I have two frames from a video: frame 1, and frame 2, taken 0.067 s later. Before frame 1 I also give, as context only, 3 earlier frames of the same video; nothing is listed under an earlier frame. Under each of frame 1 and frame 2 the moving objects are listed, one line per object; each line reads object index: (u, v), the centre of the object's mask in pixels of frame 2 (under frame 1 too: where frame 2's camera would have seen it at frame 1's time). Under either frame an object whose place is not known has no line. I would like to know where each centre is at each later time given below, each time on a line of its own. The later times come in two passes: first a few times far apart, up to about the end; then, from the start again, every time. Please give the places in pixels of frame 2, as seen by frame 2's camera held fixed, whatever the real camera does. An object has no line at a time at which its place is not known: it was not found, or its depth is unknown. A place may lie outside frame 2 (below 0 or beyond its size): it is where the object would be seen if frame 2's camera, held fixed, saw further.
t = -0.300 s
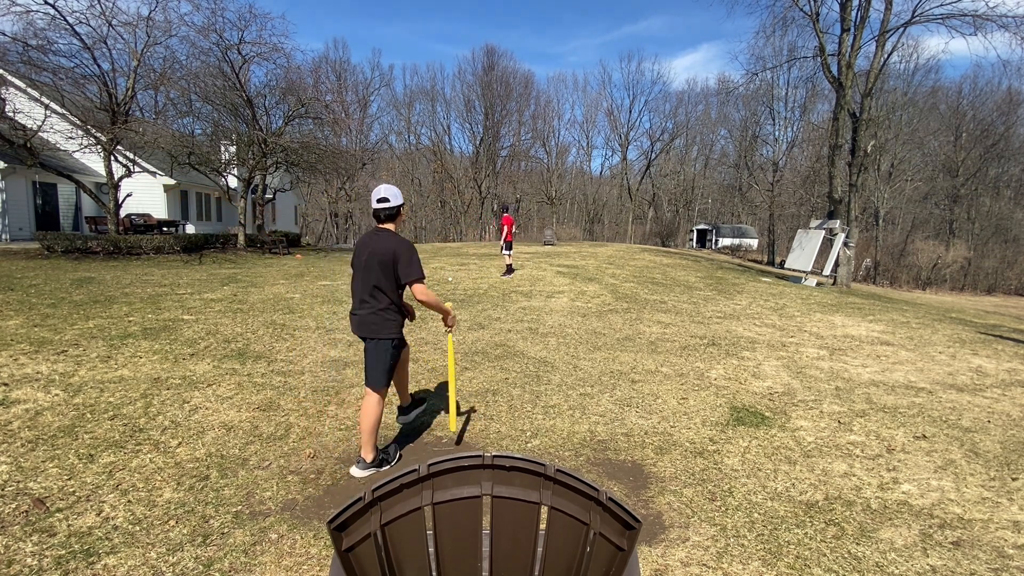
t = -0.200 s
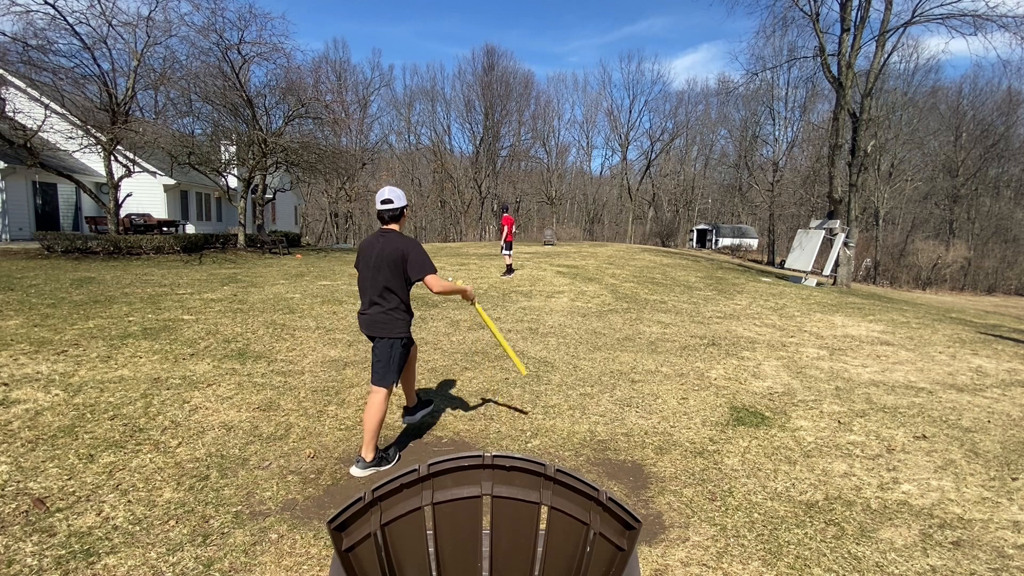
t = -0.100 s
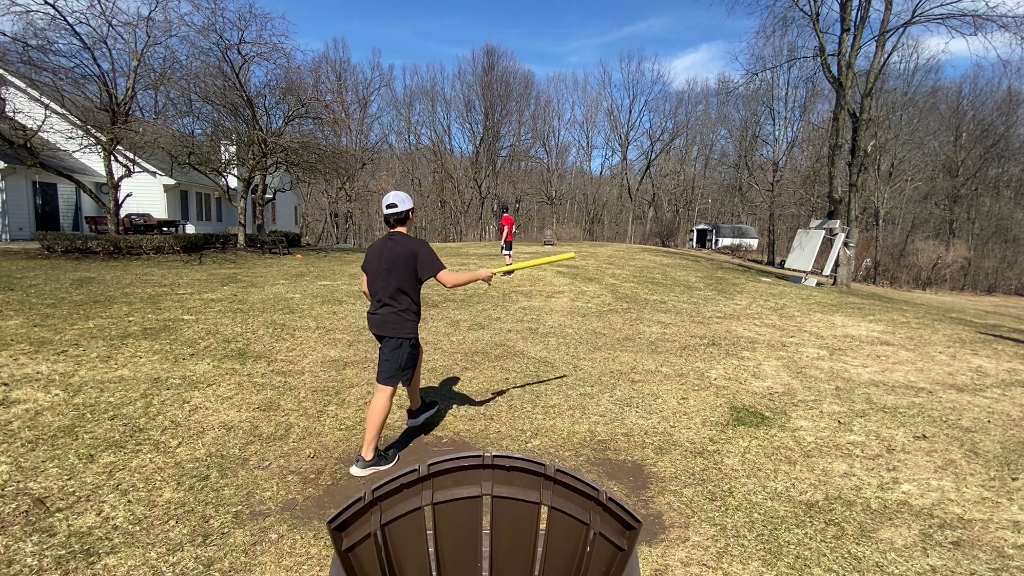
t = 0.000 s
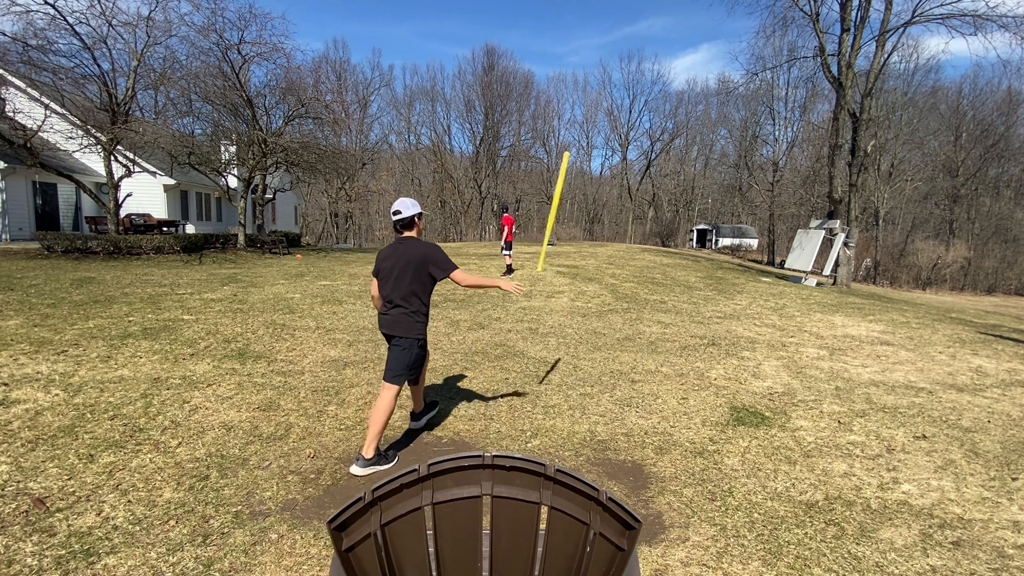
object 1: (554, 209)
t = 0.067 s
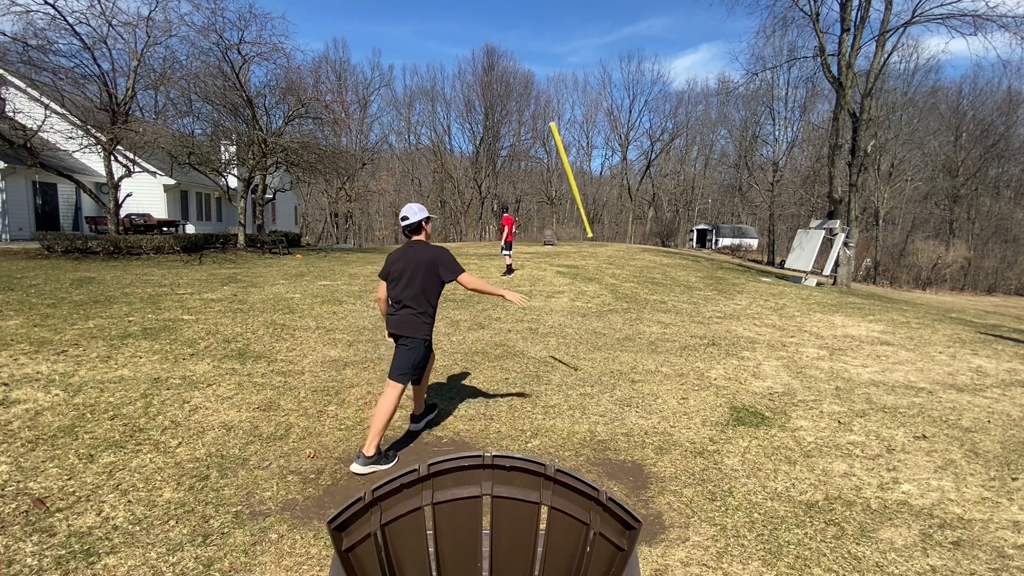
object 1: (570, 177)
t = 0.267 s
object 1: (610, 127)
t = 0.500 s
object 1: (643, 155)
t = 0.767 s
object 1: (690, 263)
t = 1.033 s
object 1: (724, 383)
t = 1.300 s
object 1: (726, 358)
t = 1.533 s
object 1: (727, 360)
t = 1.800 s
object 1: (742, 363)
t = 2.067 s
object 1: (770, 399)
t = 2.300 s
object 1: (774, 397)
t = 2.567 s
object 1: (775, 405)
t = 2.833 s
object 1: (775, 406)
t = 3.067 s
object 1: (775, 406)
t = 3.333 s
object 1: (775, 406)
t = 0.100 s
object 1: (577, 164)
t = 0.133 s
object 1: (583, 153)
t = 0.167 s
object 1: (590, 144)
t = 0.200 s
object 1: (597, 137)
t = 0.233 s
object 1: (604, 131)
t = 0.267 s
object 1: (610, 127)
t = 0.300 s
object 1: (616, 125)
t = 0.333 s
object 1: (621, 123)
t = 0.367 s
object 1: (625, 125)
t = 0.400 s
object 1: (629, 128)
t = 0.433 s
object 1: (633, 135)
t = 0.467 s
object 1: (640, 145)
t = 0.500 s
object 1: (643, 155)
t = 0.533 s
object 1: (650, 166)
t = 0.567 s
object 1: (656, 178)
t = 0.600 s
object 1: (663, 191)
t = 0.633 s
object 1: (669, 203)
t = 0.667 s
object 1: (675, 217)
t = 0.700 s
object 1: (680, 231)
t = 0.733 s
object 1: (685, 248)
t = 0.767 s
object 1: (690, 263)
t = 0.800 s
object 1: (695, 281)
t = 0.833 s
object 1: (699, 299)
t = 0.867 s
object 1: (704, 318)
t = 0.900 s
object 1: (709, 338)
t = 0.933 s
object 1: (712, 360)
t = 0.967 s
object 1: (718, 377)
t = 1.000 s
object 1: (721, 384)
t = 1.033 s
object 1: (724, 383)
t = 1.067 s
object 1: (725, 378)
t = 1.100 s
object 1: (725, 375)
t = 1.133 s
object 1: (728, 369)
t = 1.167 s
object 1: (727, 364)
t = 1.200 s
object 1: (727, 361)
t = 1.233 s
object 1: (727, 359)
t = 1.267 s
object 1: (726, 358)
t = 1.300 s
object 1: (726, 358)
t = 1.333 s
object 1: (726, 358)
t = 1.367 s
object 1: (726, 359)
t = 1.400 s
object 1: (726, 358)
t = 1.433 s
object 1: (726, 358)
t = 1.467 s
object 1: (726, 359)
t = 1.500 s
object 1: (727, 358)
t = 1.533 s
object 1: (727, 360)
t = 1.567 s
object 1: (728, 360)
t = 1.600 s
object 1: (729, 361)
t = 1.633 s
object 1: (730, 361)
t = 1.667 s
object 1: (732, 360)
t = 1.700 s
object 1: (734, 361)
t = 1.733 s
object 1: (737, 360)
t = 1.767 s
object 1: (740, 361)
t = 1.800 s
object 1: (742, 363)
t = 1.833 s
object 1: (745, 366)
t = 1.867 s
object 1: (748, 368)
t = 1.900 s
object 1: (751, 370)
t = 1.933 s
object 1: (755, 375)
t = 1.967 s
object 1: (759, 378)
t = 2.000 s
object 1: (762, 384)
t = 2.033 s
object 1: (765, 391)
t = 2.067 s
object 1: (770, 399)
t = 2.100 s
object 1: (768, 404)
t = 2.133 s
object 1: (773, 401)
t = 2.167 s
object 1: (771, 397)
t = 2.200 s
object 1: (770, 396)
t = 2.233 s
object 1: (770, 395)
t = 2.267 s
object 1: (773, 396)
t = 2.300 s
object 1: (774, 397)
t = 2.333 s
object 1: (777, 399)
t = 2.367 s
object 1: (777, 403)
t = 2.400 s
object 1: (774, 406)
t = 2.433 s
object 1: (774, 405)
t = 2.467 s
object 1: (778, 404)
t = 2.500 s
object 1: (778, 404)
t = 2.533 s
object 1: (777, 404)
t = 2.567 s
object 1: (775, 405)
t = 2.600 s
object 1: (774, 406)
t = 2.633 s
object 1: (775, 406)
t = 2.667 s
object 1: (775, 405)
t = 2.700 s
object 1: (775, 406)
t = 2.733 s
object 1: (774, 406)
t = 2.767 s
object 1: (774, 406)
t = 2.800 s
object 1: (775, 406)
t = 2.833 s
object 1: (775, 406)
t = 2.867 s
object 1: (775, 406)
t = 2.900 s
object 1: (775, 406)
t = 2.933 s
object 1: (775, 406)
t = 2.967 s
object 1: (775, 406)
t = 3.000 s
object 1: (775, 406)
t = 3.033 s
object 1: (775, 406)
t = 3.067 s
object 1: (775, 406)
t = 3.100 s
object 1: (775, 406)
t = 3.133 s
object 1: (775, 406)
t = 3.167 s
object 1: (775, 406)
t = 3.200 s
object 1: (775, 406)
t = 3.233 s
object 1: (774, 406)
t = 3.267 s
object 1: (775, 406)
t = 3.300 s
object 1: (774, 406)
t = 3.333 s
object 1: (775, 406)
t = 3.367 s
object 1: (775, 406)
